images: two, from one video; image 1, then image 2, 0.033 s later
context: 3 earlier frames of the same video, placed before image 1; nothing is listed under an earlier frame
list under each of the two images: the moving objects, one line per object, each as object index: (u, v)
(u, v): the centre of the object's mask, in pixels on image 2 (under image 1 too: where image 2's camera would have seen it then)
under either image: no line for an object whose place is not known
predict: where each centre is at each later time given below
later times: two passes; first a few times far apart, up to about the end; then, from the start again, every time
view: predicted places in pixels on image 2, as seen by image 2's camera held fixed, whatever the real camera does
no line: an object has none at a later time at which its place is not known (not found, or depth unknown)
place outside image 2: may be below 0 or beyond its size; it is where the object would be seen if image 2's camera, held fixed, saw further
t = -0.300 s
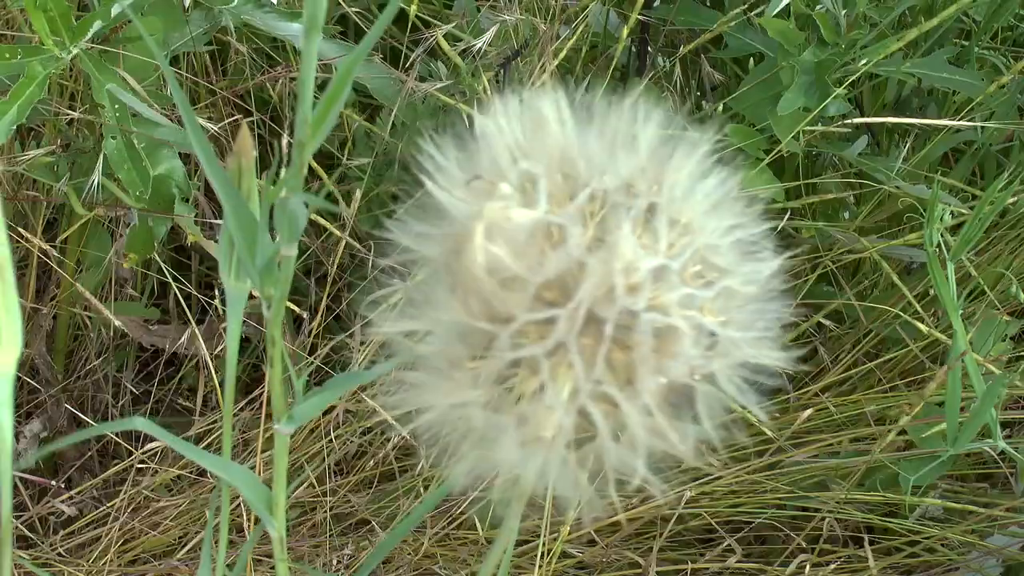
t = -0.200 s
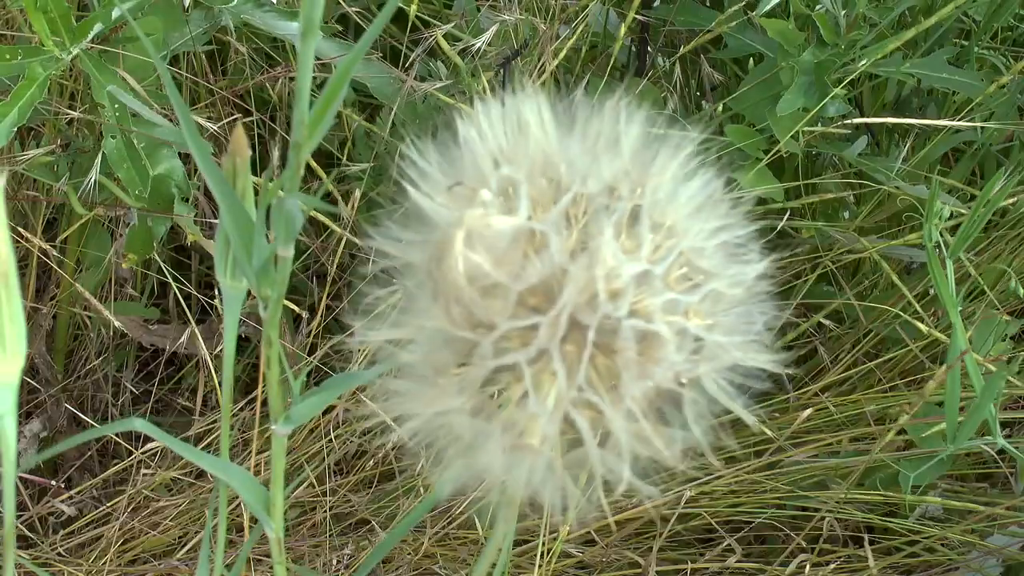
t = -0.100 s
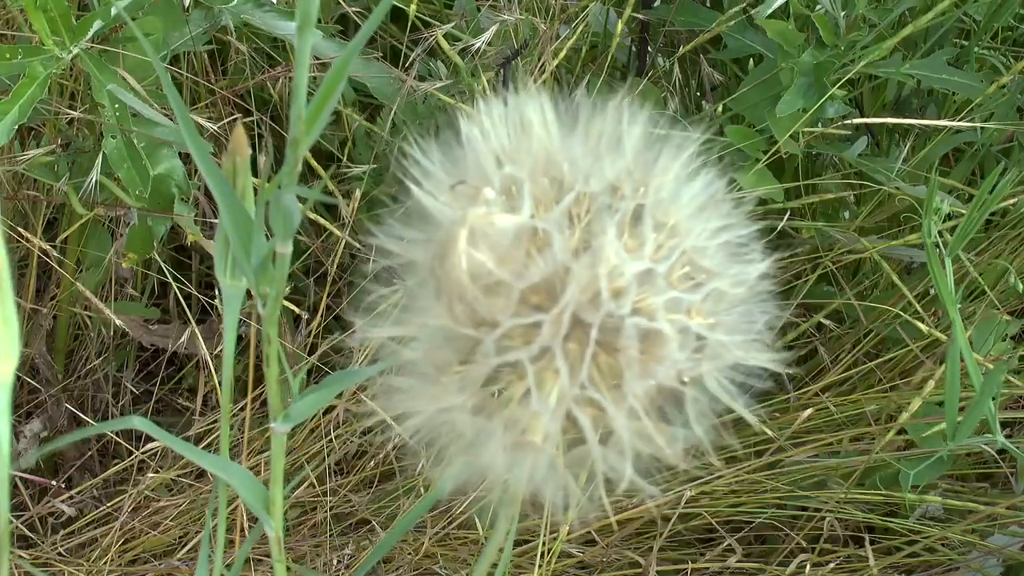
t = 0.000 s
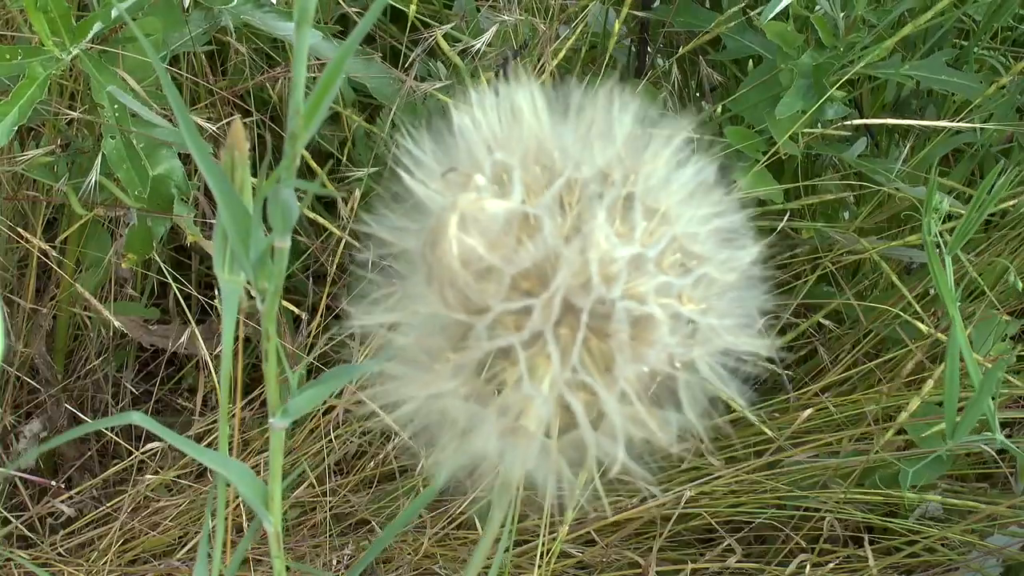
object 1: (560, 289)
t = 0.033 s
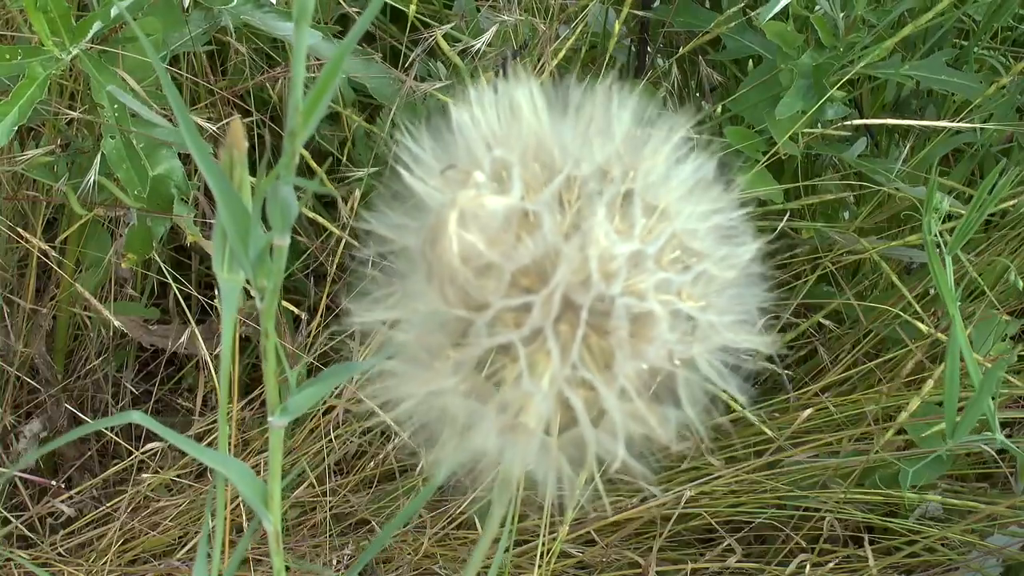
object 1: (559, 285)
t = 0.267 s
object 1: (565, 277)
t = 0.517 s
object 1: (563, 278)
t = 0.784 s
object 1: (559, 278)
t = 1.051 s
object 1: (560, 269)
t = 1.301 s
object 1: (563, 272)
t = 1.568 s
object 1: (571, 274)
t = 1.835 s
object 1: (599, 292)
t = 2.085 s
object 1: (565, 299)
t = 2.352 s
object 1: (563, 299)
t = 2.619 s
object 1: (564, 270)
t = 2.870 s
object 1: (556, 265)
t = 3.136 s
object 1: (576, 303)
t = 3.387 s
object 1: (581, 286)
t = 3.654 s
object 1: (594, 276)
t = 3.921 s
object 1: (587, 299)
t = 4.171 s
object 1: (563, 291)
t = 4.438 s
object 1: (566, 282)
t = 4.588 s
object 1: (577, 286)
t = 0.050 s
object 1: (559, 285)
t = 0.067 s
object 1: (560, 285)
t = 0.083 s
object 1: (560, 284)
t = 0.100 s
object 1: (559, 282)
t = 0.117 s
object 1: (559, 282)
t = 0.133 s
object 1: (559, 281)
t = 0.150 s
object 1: (558, 279)
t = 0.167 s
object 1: (557, 279)
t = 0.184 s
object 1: (558, 279)
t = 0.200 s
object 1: (558, 278)
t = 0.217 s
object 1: (559, 277)
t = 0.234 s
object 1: (561, 276)
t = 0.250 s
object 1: (563, 276)
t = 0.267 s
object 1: (565, 277)
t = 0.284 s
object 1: (565, 277)
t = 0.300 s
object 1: (565, 277)
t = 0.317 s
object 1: (565, 277)
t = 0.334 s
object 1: (563, 277)
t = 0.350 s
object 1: (561, 278)
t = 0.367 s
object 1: (559, 279)
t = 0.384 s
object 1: (558, 280)
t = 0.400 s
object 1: (557, 280)
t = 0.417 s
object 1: (557, 281)
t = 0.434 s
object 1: (557, 281)
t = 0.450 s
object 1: (558, 280)
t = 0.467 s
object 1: (559, 281)
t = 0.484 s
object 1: (560, 281)
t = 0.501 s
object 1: (562, 279)
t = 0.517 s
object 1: (563, 278)
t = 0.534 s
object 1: (563, 277)
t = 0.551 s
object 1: (563, 275)
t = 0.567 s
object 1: (563, 275)
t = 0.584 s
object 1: (563, 275)
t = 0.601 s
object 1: (562, 279)
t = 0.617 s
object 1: (561, 280)
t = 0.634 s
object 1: (560, 281)
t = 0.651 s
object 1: (560, 281)
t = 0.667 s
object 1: (560, 281)
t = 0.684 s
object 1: (560, 281)
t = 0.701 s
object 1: (560, 281)
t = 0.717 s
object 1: (560, 279)
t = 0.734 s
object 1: (560, 281)
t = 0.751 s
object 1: (560, 279)
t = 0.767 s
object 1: (559, 278)
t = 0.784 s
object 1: (559, 278)
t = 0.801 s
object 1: (557, 279)
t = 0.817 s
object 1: (556, 278)
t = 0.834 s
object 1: (555, 277)
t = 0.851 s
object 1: (555, 276)
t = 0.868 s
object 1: (555, 276)
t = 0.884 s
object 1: (555, 276)
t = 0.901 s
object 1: (555, 276)
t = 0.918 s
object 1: (555, 276)
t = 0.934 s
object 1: (556, 276)
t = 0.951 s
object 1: (557, 276)
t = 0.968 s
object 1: (558, 275)
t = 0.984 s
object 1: (558, 275)
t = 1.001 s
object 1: (559, 273)
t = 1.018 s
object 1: (560, 272)
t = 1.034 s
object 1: (560, 271)
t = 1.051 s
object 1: (560, 269)
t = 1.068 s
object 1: (560, 271)
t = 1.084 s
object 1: (561, 268)
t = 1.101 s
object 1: (563, 267)
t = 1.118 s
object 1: (564, 269)
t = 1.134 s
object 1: (564, 269)
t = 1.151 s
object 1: (564, 267)
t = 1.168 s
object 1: (564, 267)
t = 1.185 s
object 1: (564, 267)
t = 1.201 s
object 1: (563, 267)
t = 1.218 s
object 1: (562, 270)
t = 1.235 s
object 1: (560, 270)
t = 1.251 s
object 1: (559, 271)
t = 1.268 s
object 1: (560, 269)
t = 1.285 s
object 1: (561, 269)
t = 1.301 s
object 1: (563, 272)
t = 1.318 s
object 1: (565, 273)
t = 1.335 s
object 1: (569, 271)
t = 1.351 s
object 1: (569, 273)
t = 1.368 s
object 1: (569, 273)
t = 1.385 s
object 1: (569, 273)
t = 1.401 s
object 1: (567, 274)
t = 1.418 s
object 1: (565, 272)
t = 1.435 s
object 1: (563, 274)
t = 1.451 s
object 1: (560, 272)
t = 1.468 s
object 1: (559, 271)
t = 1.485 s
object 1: (558, 273)
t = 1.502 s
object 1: (558, 271)
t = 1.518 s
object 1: (559, 272)
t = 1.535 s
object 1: (562, 274)
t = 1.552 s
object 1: (566, 275)
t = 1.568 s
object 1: (571, 274)
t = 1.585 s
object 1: (576, 278)
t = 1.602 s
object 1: (582, 278)
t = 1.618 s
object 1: (586, 280)
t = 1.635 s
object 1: (588, 284)
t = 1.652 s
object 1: (588, 285)
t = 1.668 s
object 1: (588, 283)
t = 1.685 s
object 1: (587, 286)
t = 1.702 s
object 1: (586, 285)
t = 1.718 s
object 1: (586, 289)
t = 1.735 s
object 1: (585, 289)
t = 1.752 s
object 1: (586, 292)
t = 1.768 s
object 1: (587, 292)
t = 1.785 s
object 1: (590, 293)
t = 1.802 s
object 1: (592, 293)
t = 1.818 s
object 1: (597, 293)
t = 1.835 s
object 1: (599, 292)
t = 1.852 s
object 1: (599, 293)
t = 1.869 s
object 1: (599, 293)
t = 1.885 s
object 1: (598, 292)
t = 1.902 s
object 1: (595, 293)
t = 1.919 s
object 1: (591, 293)
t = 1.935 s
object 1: (587, 295)
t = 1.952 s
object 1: (582, 295)
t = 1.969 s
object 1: (578, 295)
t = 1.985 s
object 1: (576, 295)
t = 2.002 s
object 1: (571, 294)
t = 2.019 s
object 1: (570, 295)
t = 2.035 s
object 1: (569, 296)
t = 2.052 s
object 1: (567, 297)
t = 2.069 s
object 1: (566, 298)
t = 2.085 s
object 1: (565, 299)
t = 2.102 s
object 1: (565, 299)
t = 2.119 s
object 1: (565, 299)
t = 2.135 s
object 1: (564, 299)
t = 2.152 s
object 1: (564, 299)
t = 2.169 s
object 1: (565, 299)
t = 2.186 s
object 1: (565, 299)
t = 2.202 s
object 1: (565, 298)
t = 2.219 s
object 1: (566, 298)
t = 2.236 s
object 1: (566, 298)
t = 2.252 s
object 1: (565, 299)
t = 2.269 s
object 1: (565, 299)
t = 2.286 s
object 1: (564, 299)
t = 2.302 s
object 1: (563, 300)
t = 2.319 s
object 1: (563, 299)
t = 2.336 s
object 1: (562, 299)
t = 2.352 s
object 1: (563, 299)
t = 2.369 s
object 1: (563, 298)
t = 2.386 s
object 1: (563, 298)
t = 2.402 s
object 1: (563, 298)
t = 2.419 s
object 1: (562, 297)
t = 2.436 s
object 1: (561, 294)
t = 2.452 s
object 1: (561, 291)
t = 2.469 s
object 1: (560, 288)
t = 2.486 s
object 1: (559, 283)
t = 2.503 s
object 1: (559, 281)
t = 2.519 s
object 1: (558, 276)
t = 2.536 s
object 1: (558, 272)
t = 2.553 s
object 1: (558, 270)
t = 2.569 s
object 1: (558, 269)
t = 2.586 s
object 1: (559, 268)
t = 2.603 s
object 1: (562, 269)
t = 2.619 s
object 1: (564, 270)
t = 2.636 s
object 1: (566, 272)
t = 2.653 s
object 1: (567, 275)
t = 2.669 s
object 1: (568, 273)
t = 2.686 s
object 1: (568, 273)
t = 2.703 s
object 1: (568, 273)
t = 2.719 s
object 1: (566, 276)
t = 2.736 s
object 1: (565, 275)
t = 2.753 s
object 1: (564, 273)
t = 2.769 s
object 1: (562, 272)
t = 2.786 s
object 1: (560, 272)
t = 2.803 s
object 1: (558, 268)
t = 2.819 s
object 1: (557, 267)
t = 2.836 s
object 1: (556, 265)
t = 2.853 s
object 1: (555, 267)
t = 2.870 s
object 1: (556, 265)
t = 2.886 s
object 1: (556, 265)
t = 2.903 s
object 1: (556, 265)
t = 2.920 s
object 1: (555, 268)
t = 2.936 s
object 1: (557, 268)
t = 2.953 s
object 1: (558, 272)
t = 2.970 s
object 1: (560, 276)
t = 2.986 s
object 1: (561, 280)
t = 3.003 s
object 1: (563, 283)
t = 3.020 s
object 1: (567, 287)
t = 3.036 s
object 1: (569, 291)
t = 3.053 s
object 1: (572, 295)
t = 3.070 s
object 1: (575, 298)
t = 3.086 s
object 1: (577, 300)
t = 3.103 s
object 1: (578, 303)
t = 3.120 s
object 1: (577, 303)
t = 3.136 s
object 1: (576, 303)
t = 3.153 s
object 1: (575, 304)
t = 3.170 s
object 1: (573, 303)
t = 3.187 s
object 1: (572, 300)
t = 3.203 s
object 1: (570, 298)
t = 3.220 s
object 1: (568, 296)
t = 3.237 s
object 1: (565, 293)
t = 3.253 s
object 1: (564, 290)
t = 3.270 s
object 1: (564, 288)
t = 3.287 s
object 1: (564, 287)
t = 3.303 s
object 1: (566, 286)
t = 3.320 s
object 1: (569, 287)
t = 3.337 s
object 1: (573, 287)
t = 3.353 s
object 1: (577, 287)
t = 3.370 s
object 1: (579, 287)
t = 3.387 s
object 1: (581, 286)
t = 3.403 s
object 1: (583, 285)
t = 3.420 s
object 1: (584, 284)
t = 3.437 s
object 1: (584, 283)
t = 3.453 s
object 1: (584, 281)
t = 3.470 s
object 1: (584, 281)
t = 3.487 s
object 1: (585, 280)
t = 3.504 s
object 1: (584, 278)
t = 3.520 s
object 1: (583, 276)
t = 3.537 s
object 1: (582, 275)
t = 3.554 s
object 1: (582, 273)
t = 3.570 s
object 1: (581, 273)
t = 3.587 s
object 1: (581, 272)
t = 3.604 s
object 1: (582, 272)
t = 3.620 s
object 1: (585, 274)
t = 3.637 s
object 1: (589, 275)
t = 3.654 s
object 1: (594, 276)
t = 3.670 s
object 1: (598, 279)
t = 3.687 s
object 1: (601, 279)
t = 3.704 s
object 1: (604, 282)
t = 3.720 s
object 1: (606, 283)
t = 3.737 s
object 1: (607, 284)
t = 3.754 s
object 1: (607, 286)
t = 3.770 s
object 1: (607, 288)
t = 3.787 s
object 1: (606, 289)
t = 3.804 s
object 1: (604, 290)
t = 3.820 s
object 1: (603, 291)
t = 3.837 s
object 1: (601, 292)
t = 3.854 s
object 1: (598, 293)
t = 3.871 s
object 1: (596, 294)
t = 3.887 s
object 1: (593, 295)
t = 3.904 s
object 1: (590, 296)
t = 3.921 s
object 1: (587, 299)
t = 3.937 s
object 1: (585, 300)
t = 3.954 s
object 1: (584, 302)
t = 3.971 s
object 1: (584, 303)
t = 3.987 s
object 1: (584, 304)
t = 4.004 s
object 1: (583, 304)
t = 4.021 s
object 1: (580, 305)
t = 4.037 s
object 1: (577, 304)
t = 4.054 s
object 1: (574, 304)
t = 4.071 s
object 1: (572, 303)
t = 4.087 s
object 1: (568, 300)
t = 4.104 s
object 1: (565, 298)
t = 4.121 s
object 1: (563, 295)
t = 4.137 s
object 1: (563, 293)
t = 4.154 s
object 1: (563, 292)
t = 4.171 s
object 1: (563, 291)
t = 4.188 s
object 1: (564, 290)
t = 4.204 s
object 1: (565, 289)
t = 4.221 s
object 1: (565, 289)
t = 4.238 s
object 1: (565, 289)
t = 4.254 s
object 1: (565, 290)
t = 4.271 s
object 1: (565, 290)
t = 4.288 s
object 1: (563, 287)
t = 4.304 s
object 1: (561, 285)
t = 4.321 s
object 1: (560, 284)
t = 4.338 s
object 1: (560, 283)
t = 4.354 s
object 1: (560, 284)
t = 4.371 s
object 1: (560, 283)
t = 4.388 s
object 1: (561, 282)
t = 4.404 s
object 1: (562, 282)
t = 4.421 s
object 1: (564, 282)
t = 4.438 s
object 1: (566, 282)
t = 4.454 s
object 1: (567, 282)
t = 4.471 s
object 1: (569, 282)
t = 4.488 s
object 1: (572, 281)
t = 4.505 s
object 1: (574, 282)
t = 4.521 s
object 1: (576, 284)
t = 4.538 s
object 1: (577, 285)
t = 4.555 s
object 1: (577, 285)
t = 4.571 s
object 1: (577, 286)
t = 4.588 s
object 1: (577, 286)
